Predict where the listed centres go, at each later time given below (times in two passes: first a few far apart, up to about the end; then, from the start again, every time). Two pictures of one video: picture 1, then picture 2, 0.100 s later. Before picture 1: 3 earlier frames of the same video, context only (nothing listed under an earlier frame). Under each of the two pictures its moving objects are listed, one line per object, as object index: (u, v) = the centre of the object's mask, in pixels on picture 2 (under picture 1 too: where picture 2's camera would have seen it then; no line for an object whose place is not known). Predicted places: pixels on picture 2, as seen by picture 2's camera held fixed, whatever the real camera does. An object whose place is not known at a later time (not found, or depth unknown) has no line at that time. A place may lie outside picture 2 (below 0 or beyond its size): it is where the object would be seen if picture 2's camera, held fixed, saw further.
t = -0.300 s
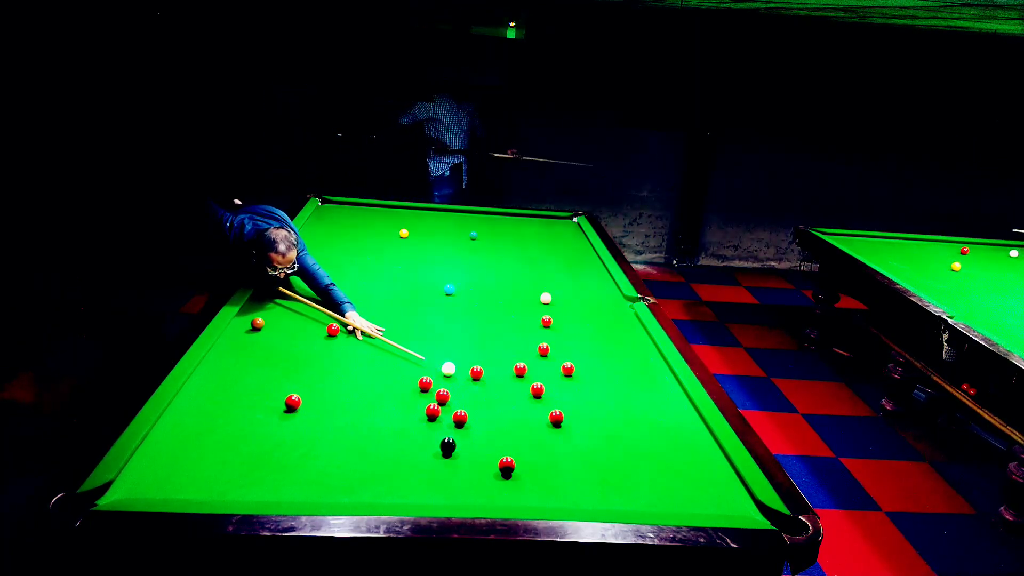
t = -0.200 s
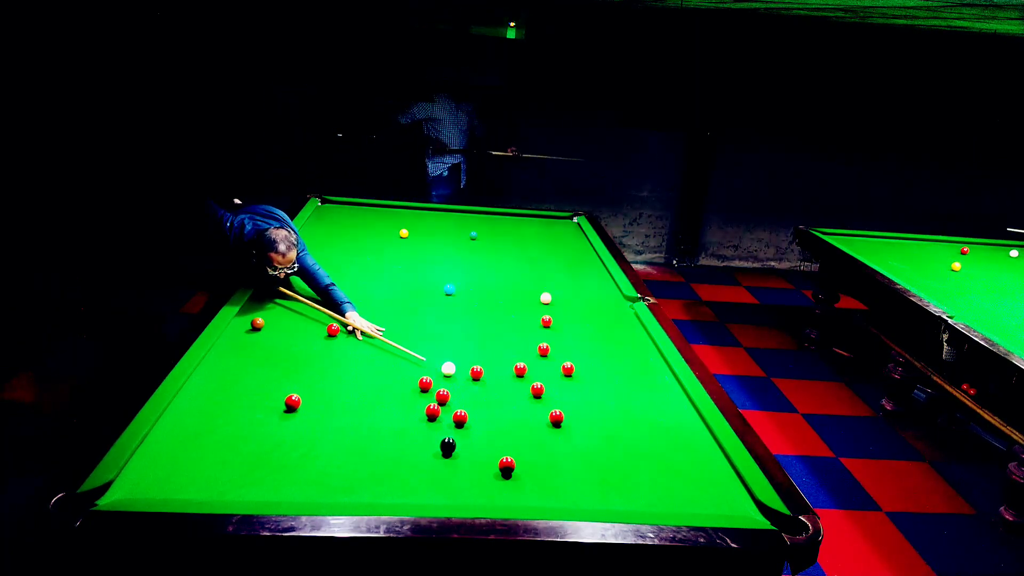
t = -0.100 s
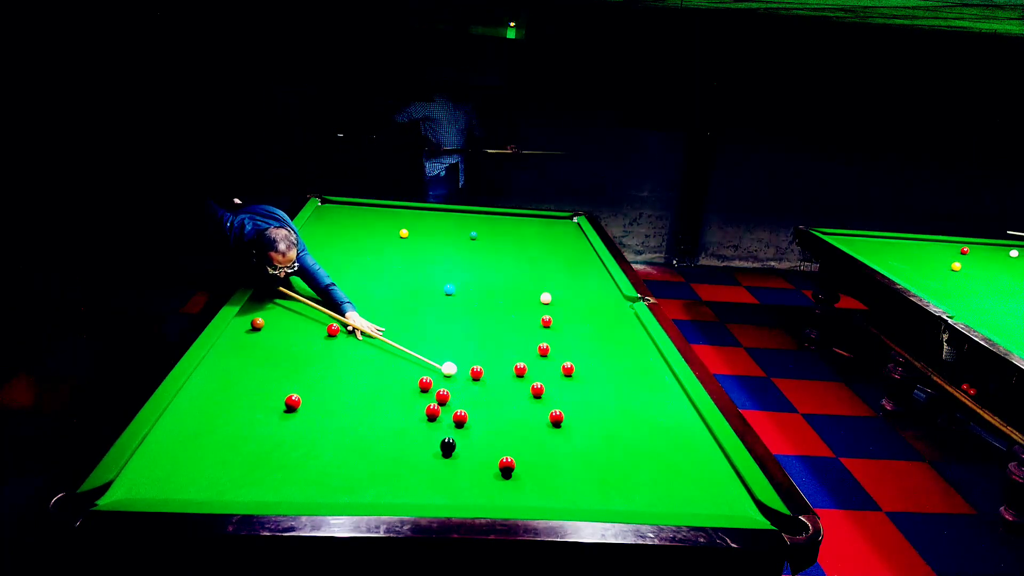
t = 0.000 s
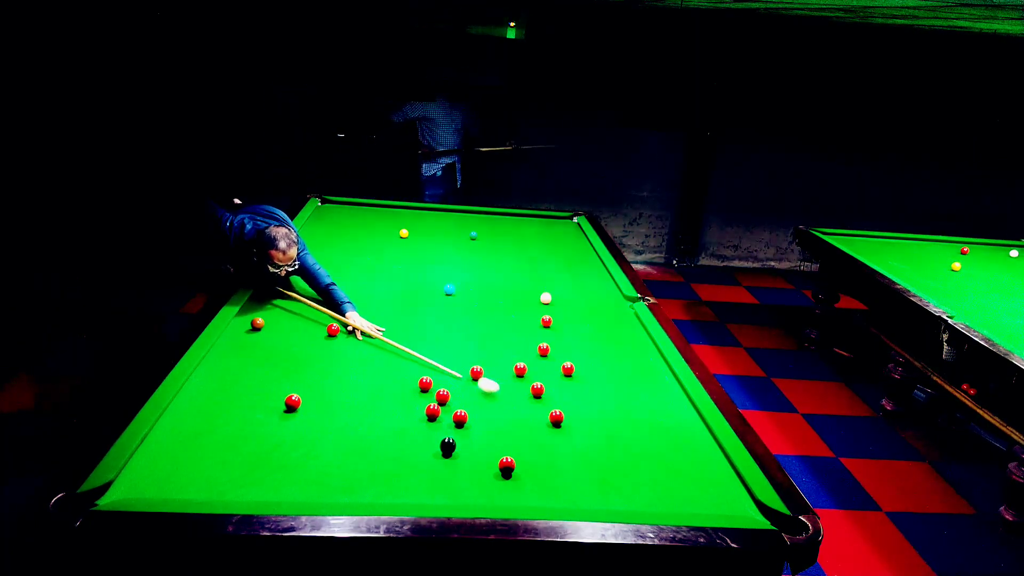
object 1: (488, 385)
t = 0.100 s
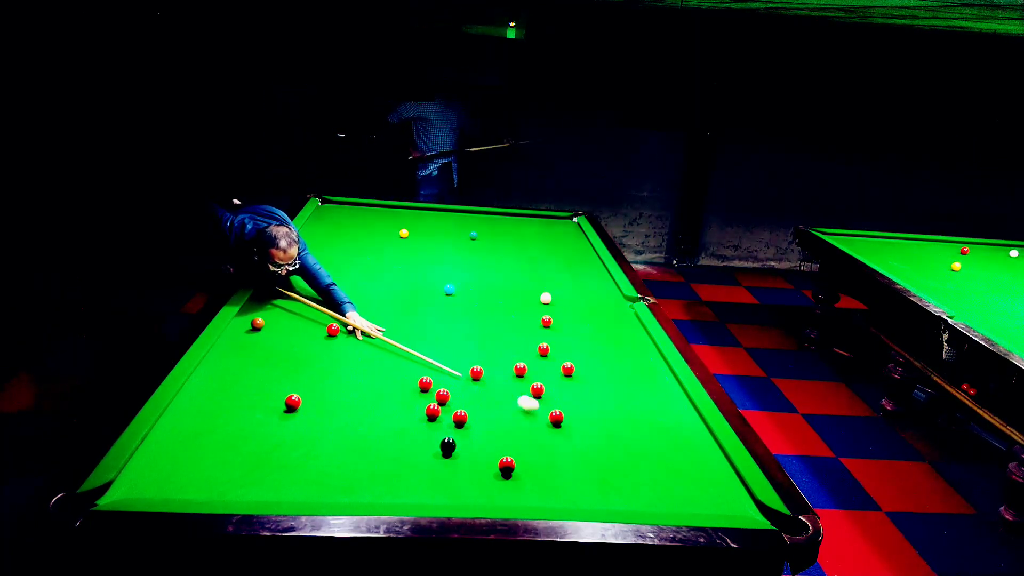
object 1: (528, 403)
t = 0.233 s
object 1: (545, 411)
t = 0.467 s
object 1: (548, 412)
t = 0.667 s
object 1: (548, 412)
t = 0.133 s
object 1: (540, 408)
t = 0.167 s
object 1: (545, 411)
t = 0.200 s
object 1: (545, 411)
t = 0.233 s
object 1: (545, 411)
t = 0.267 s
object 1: (546, 412)
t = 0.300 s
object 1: (546, 412)
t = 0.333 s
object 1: (547, 412)
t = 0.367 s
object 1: (547, 412)
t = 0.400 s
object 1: (547, 412)
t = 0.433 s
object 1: (547, 412)
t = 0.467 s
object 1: (548, 412)
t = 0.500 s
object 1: (548, 412)
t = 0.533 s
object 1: (548, 412)
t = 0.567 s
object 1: (548, 412)
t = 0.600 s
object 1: (548, 412)
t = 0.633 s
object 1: (548, 412)
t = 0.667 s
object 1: (548, 412)
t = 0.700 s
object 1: (548, 412)
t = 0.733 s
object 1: (548, 412)
